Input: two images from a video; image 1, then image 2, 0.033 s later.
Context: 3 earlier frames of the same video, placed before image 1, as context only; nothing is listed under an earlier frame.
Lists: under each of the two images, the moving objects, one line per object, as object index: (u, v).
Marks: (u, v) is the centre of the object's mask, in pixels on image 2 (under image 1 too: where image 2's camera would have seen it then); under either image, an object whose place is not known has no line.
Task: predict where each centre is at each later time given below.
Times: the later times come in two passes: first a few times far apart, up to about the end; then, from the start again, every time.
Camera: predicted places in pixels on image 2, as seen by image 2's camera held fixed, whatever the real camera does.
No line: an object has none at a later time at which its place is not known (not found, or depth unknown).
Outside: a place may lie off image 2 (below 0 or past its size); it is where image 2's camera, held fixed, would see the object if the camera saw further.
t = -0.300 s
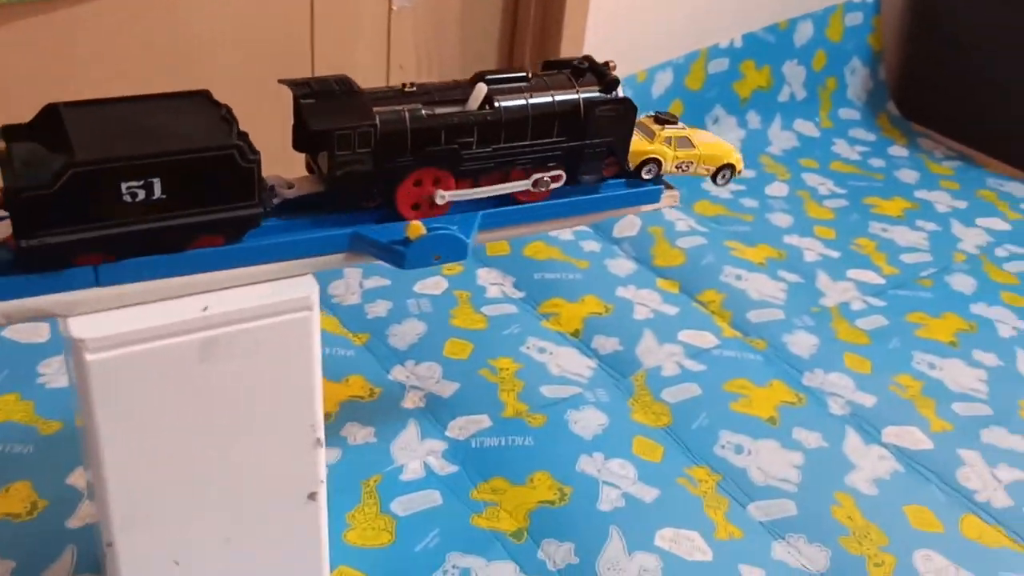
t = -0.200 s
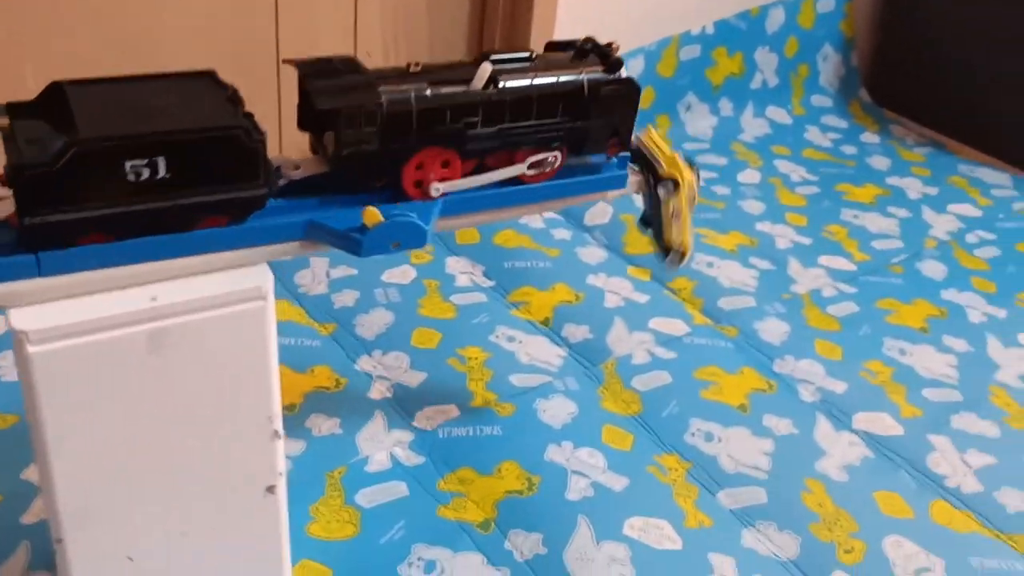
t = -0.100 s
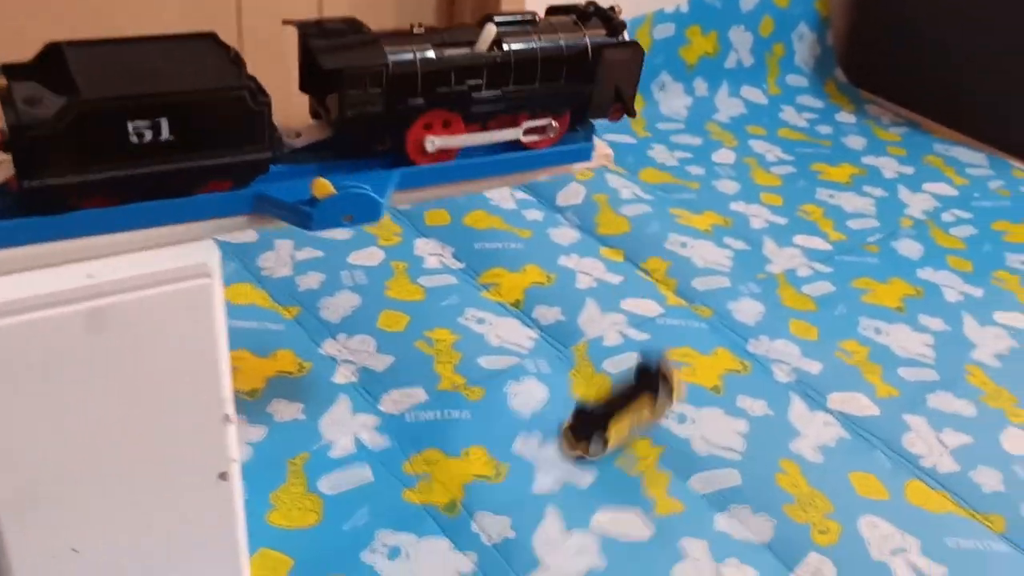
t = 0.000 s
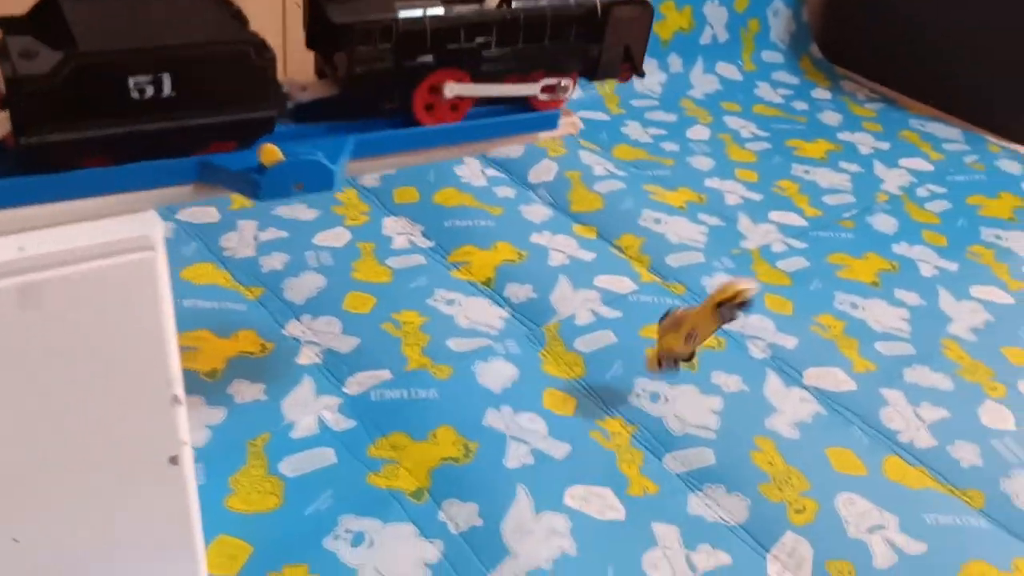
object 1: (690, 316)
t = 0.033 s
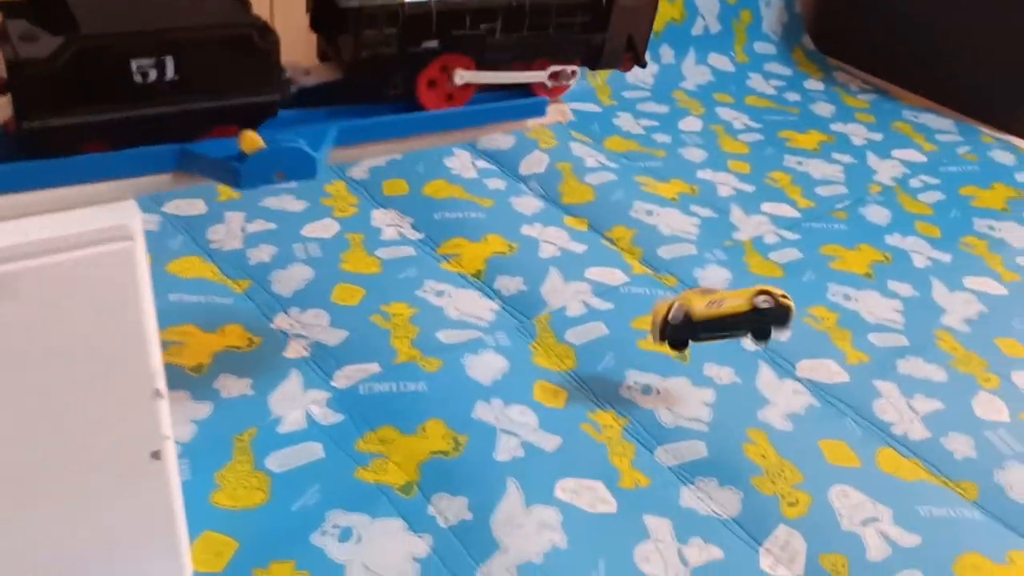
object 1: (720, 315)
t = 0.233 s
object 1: (838, 364)
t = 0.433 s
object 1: (953, 392)
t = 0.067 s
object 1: (745, 331)
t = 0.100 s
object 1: (759, 361)
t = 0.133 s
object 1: (786, 356)
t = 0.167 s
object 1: (809, 344)
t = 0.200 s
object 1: (827, 346)
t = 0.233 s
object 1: (838, 364)
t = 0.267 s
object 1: (848, 384)
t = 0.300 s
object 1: (878, 376)
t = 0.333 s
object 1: (904, 371)
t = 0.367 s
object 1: (923, 380)
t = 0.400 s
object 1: (940, 383)
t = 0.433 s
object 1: (953, 392)
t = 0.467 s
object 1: (967, 396)
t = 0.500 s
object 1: (980, 403)
